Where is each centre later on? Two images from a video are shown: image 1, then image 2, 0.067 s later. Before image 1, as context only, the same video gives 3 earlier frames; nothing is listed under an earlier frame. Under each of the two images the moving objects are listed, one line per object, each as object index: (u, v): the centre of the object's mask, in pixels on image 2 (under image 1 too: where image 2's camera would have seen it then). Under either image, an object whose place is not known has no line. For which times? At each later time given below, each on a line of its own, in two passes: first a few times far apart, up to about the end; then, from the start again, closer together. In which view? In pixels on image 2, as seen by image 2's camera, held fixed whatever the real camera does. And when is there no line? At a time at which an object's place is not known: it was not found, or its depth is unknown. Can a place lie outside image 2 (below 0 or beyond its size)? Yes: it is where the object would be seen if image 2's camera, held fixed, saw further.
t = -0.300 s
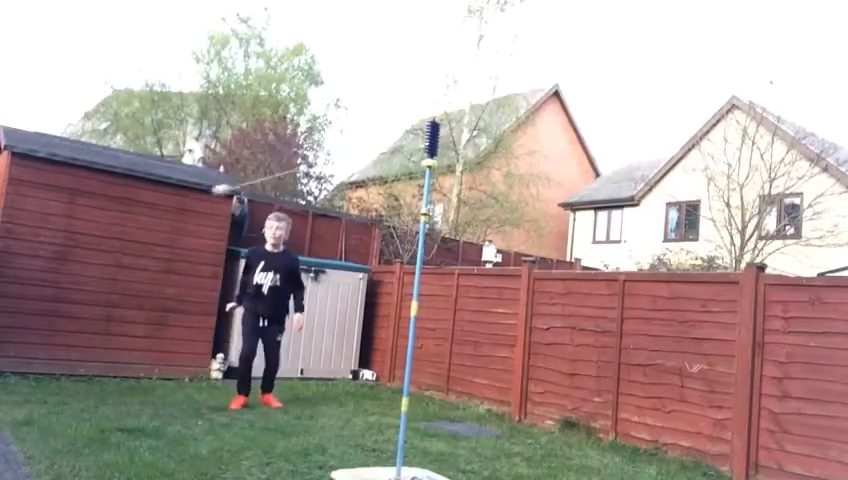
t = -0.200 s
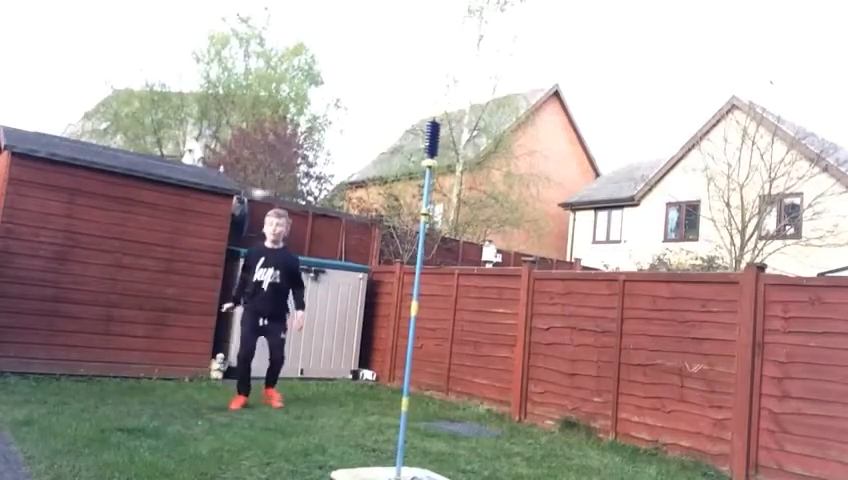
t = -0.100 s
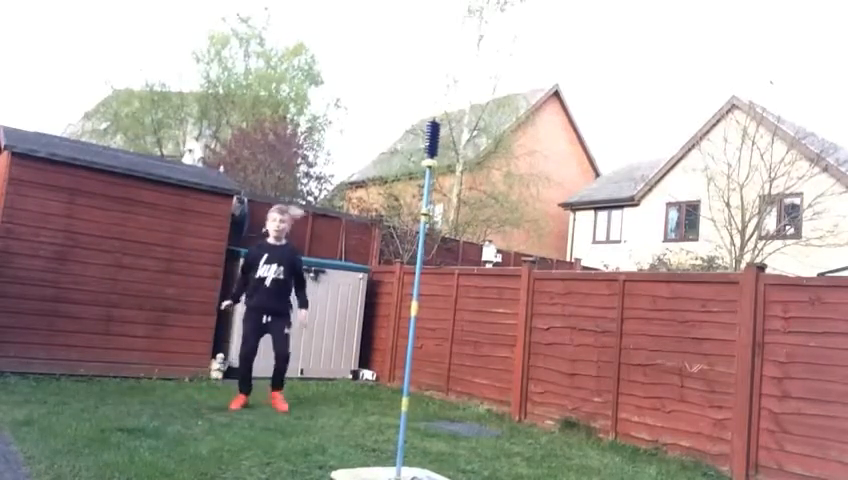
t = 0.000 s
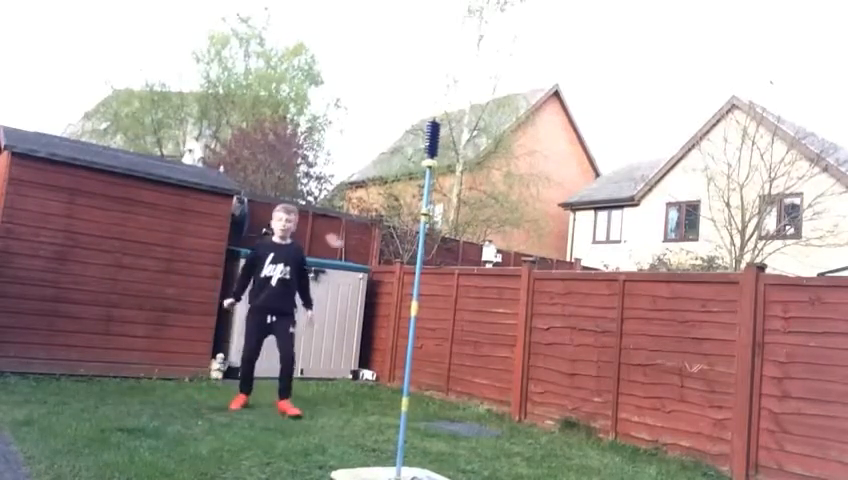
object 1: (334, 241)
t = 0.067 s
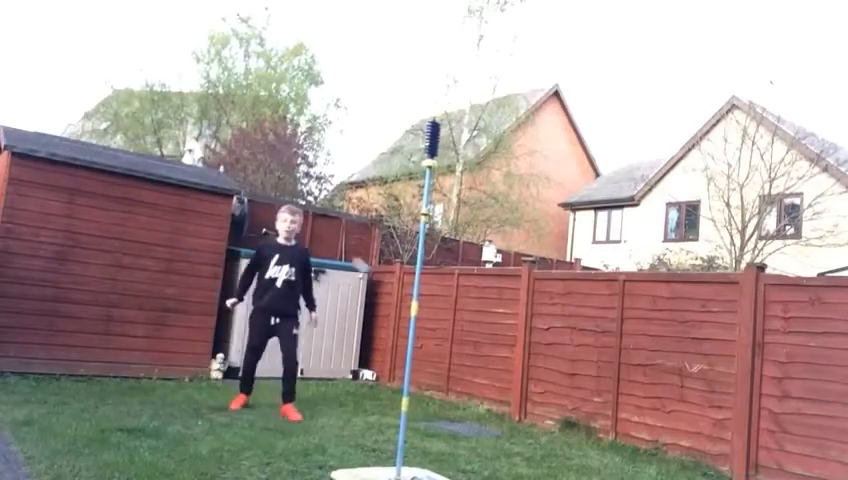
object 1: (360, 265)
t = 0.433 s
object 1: (532, 413)
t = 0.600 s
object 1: (599, 422)
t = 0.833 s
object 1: (578, 286)
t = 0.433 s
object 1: (532, 413)
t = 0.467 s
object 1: (549, 421)
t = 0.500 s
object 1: (563, 425)
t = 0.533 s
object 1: (577, 427)
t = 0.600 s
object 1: (599, 422)
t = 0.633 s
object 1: (608, 411)
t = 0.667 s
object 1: (612, 398)
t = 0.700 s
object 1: (614, 381)
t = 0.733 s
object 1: (611, 359)
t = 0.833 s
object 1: (578, 286)
